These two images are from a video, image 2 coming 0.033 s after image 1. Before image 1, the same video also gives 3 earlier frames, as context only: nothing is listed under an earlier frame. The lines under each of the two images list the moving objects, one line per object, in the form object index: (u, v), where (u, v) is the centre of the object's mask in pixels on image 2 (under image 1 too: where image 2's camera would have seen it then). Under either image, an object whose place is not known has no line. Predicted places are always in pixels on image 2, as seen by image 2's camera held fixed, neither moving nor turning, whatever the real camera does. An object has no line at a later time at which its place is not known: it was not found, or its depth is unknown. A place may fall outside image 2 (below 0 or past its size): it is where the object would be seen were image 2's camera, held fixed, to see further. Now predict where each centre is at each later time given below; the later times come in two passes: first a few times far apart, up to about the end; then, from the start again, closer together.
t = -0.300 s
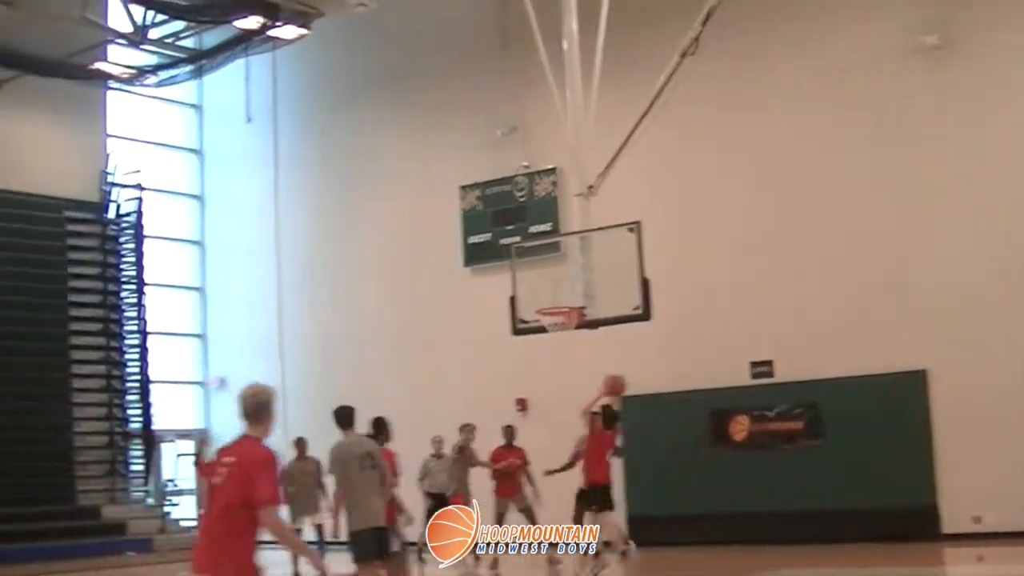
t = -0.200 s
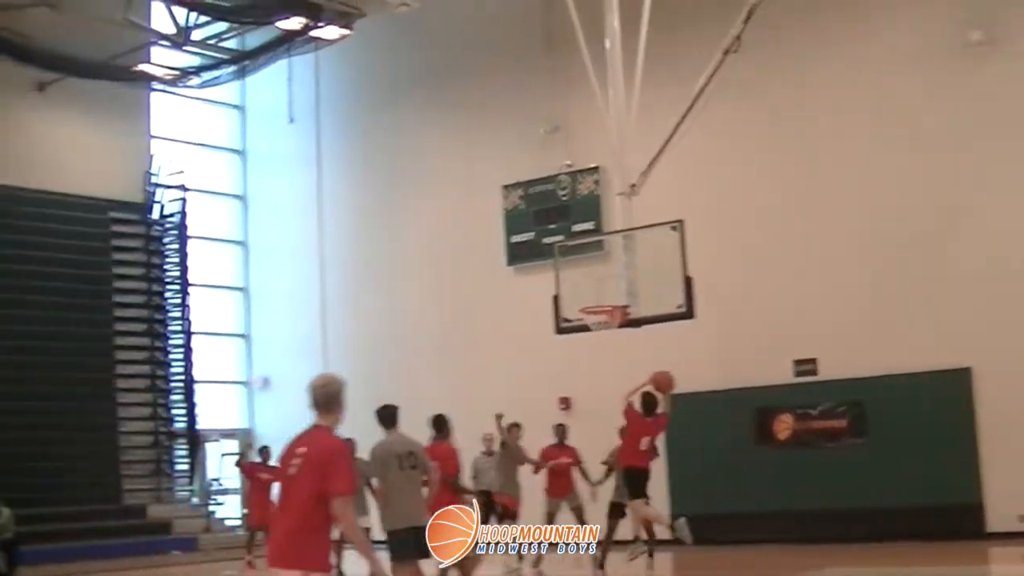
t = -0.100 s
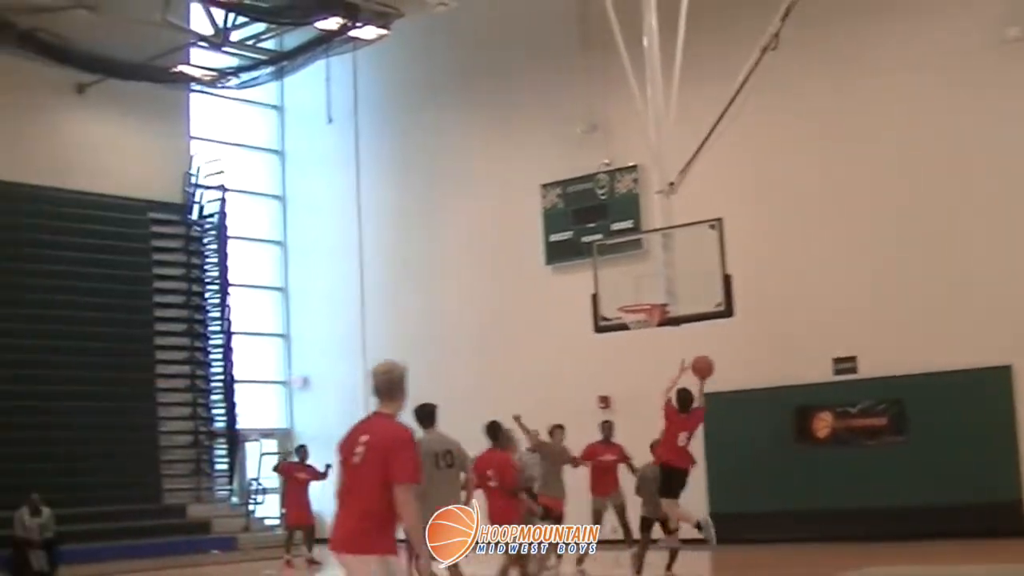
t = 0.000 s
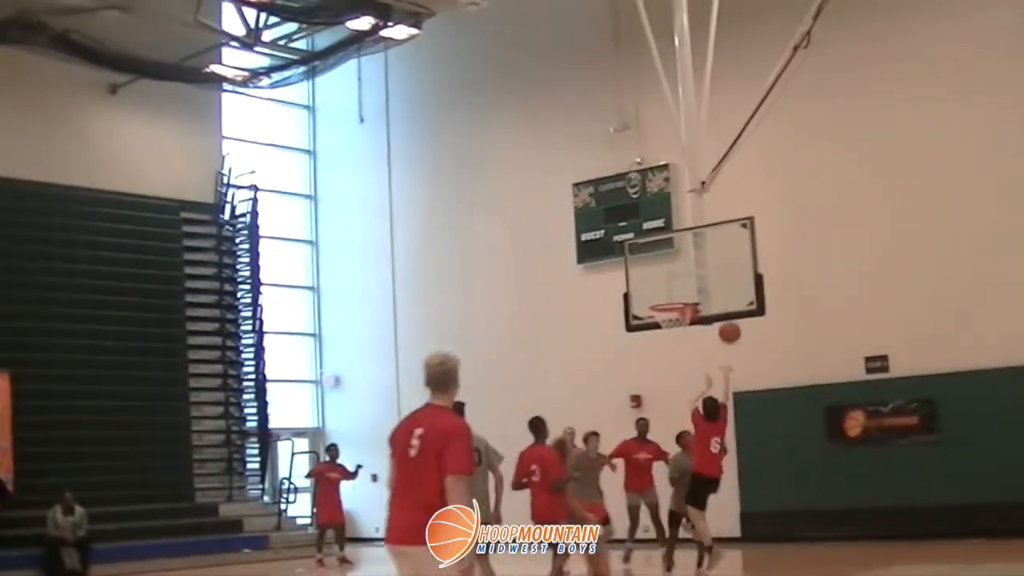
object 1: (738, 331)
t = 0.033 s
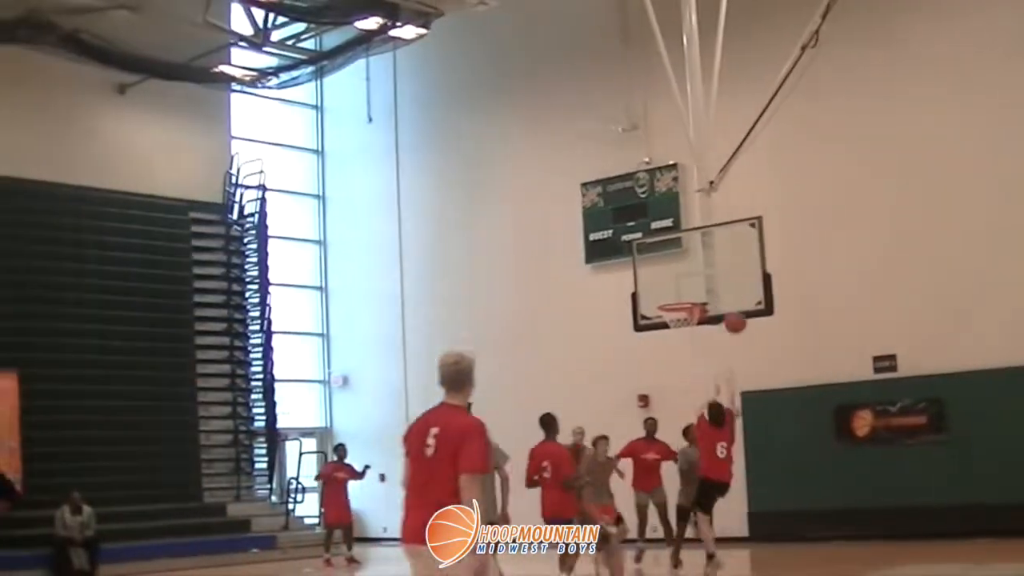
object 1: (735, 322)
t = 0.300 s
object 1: (721, 283)
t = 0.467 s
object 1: (707, 289)
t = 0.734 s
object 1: (681, 284)
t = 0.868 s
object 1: (670, 293)
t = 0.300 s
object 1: (721, 283)
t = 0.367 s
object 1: (718, 283)
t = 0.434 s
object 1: (713, 287)
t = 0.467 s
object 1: (707, 289)
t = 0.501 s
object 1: (702, 293)
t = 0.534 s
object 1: (698, 291)
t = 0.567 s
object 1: (695, 288)
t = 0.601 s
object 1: (692, 285)
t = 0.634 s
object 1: (689, 283)
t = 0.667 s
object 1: (686, 283)
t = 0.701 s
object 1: (683, 283)
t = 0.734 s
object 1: (681, 284)
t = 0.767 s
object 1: (679, 287)
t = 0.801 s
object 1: (676, 289)
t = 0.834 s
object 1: (673, 293)
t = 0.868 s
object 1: (670, 293)
